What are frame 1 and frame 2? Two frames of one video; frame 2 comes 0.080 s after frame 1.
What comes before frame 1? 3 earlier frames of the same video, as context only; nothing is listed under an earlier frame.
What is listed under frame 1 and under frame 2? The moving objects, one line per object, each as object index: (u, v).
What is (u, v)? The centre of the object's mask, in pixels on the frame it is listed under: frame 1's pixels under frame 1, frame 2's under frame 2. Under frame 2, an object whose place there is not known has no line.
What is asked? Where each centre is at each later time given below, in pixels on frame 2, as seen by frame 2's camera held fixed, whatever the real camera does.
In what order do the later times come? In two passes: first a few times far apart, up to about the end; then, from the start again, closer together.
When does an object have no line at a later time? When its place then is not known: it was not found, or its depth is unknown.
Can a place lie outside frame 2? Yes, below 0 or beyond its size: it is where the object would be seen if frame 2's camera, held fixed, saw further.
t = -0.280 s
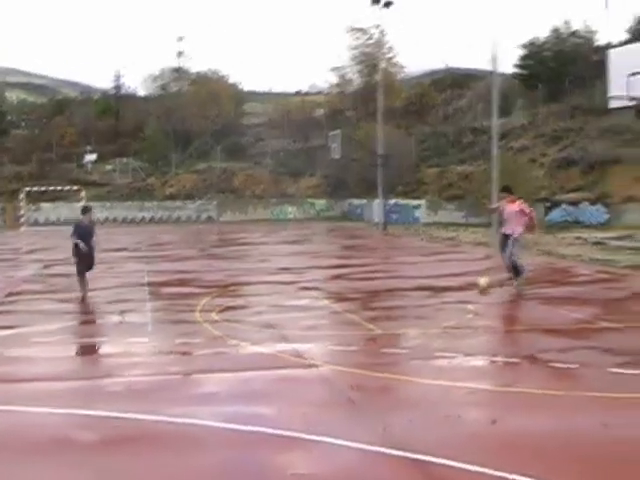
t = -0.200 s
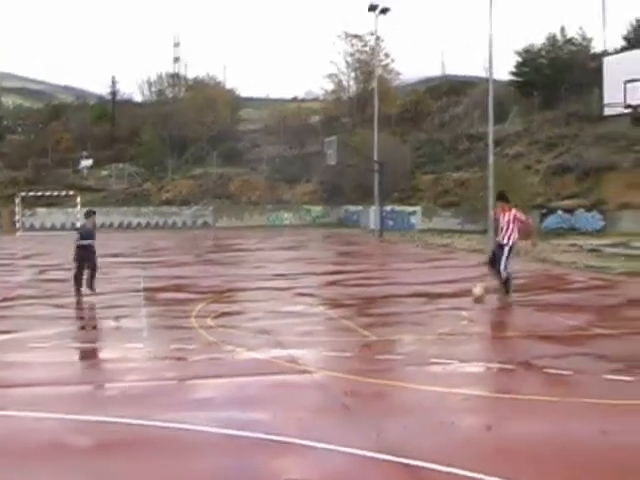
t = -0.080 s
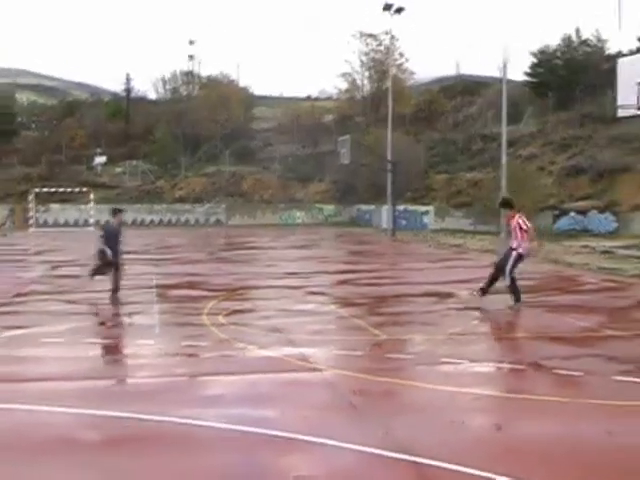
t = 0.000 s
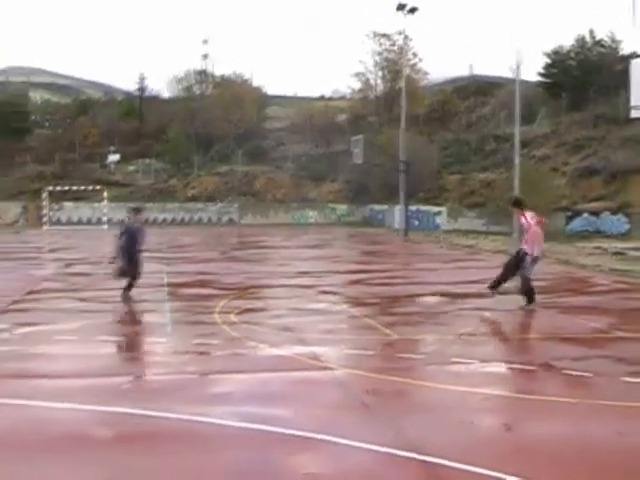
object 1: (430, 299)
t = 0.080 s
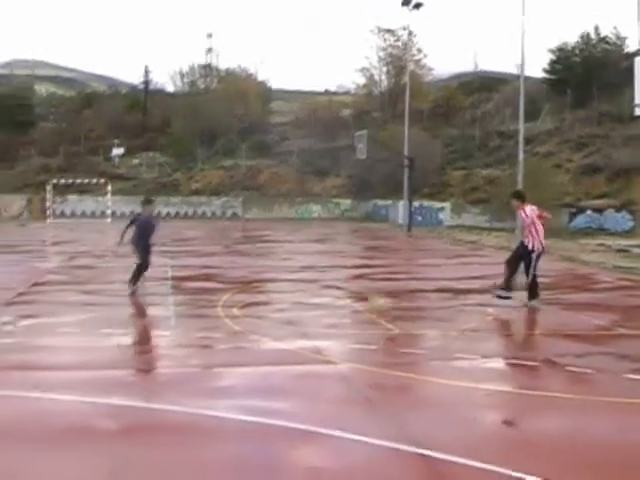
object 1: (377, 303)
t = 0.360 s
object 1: (174, 325)
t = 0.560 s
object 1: (5, 342)
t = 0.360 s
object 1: (174, 325)
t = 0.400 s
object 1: (142, 329)
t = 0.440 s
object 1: (109, 334)
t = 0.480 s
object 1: (76, 337)
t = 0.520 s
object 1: (42, 339)
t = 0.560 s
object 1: (5, 342)
